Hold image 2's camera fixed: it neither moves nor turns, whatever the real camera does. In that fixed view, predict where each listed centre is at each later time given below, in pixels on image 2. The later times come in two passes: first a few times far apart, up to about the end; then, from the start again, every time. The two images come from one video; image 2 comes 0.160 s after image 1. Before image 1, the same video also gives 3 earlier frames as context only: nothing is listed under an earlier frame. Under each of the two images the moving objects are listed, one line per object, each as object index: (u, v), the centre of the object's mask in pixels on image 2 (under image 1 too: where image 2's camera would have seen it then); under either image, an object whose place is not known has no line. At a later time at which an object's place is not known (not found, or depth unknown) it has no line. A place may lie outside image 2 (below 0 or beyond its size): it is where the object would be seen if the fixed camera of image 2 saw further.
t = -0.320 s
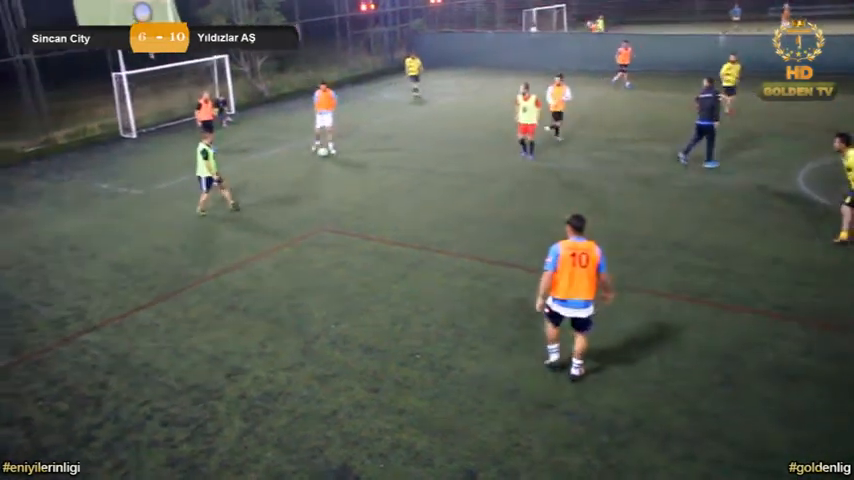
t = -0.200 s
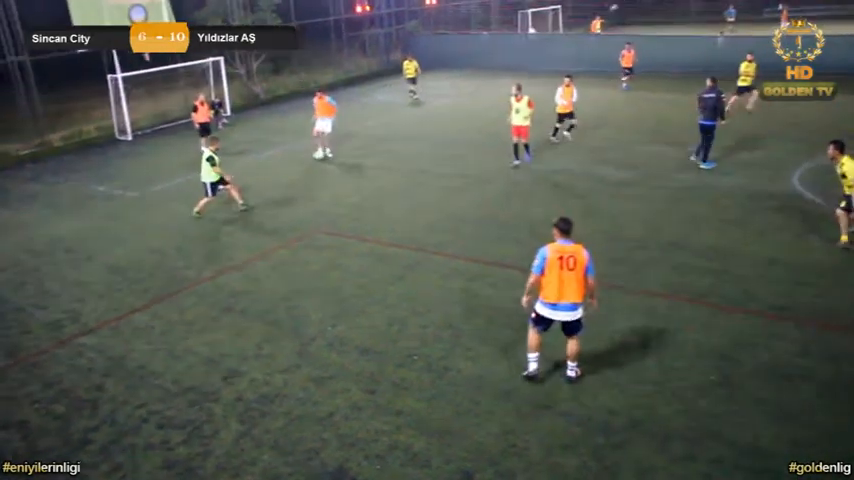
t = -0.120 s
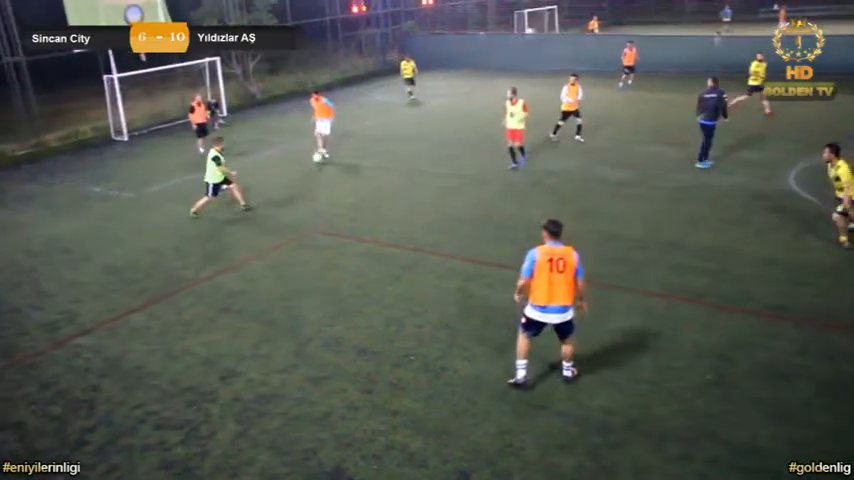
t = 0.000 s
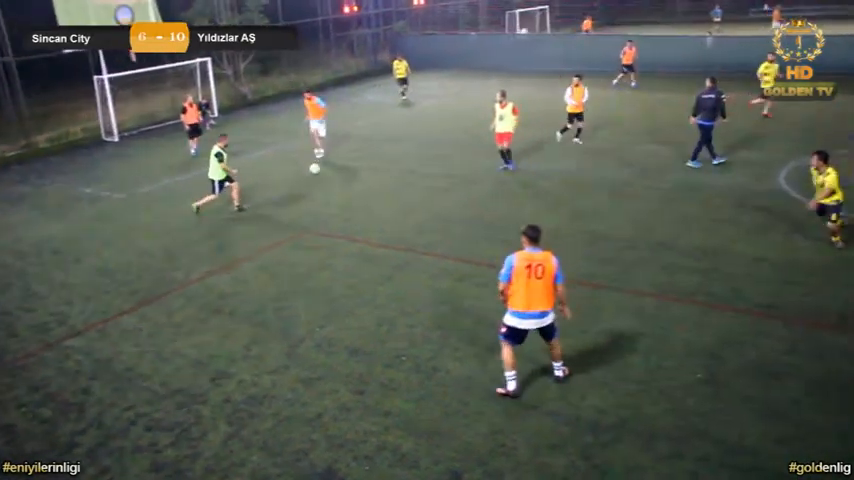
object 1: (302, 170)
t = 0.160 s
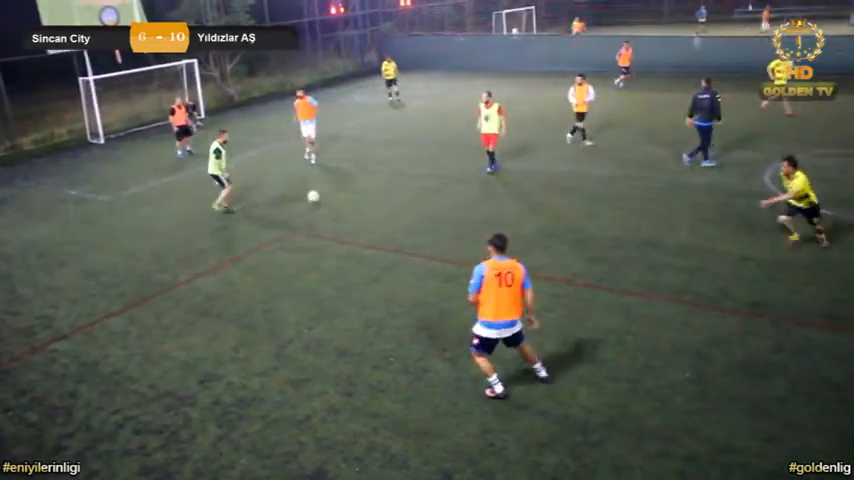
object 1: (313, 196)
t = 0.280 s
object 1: (322, 211)
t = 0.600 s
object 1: (361, 274)
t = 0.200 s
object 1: (316, 203)
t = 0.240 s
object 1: (319, 206)
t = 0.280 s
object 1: (322, 211)
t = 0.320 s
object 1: (326, 218)
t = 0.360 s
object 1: (330, 225)
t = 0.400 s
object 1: (334, 233)
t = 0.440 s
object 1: (340, 244)
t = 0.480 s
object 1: (345, 252)
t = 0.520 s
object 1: (350, 258)
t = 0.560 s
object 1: (355, 265)
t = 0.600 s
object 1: (361, 274)
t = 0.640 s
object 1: (367, 284)
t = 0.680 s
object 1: (374, 297)
